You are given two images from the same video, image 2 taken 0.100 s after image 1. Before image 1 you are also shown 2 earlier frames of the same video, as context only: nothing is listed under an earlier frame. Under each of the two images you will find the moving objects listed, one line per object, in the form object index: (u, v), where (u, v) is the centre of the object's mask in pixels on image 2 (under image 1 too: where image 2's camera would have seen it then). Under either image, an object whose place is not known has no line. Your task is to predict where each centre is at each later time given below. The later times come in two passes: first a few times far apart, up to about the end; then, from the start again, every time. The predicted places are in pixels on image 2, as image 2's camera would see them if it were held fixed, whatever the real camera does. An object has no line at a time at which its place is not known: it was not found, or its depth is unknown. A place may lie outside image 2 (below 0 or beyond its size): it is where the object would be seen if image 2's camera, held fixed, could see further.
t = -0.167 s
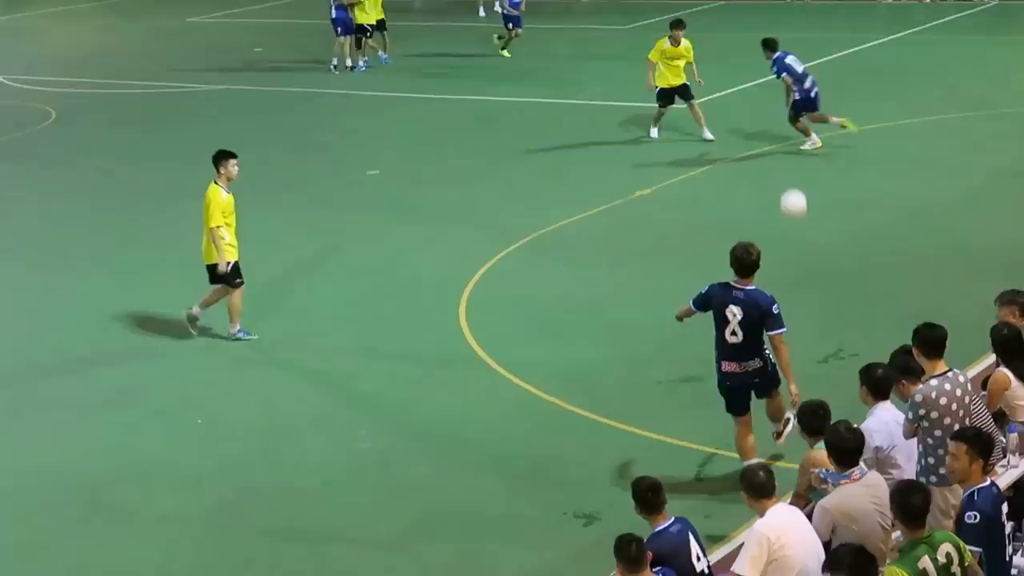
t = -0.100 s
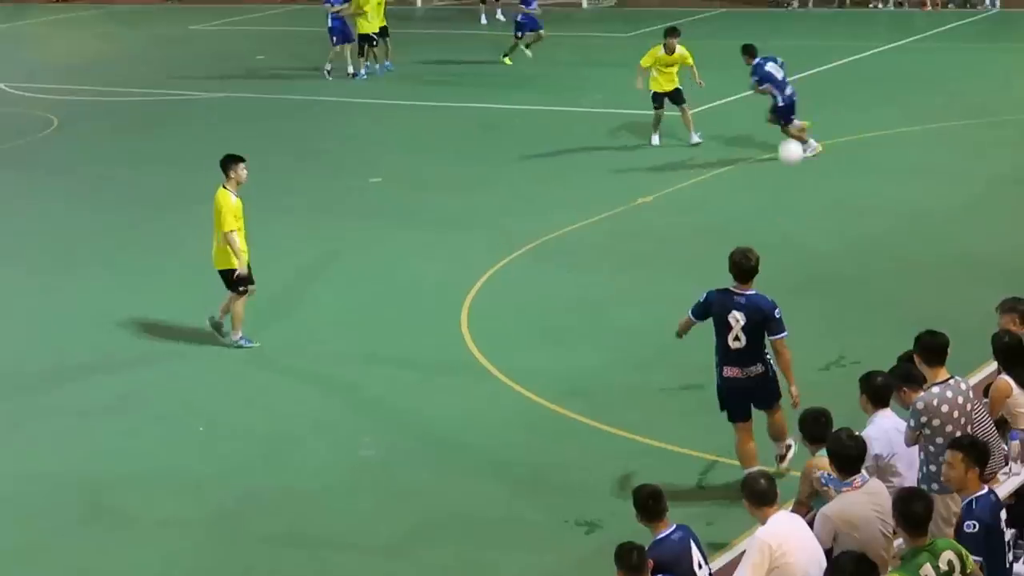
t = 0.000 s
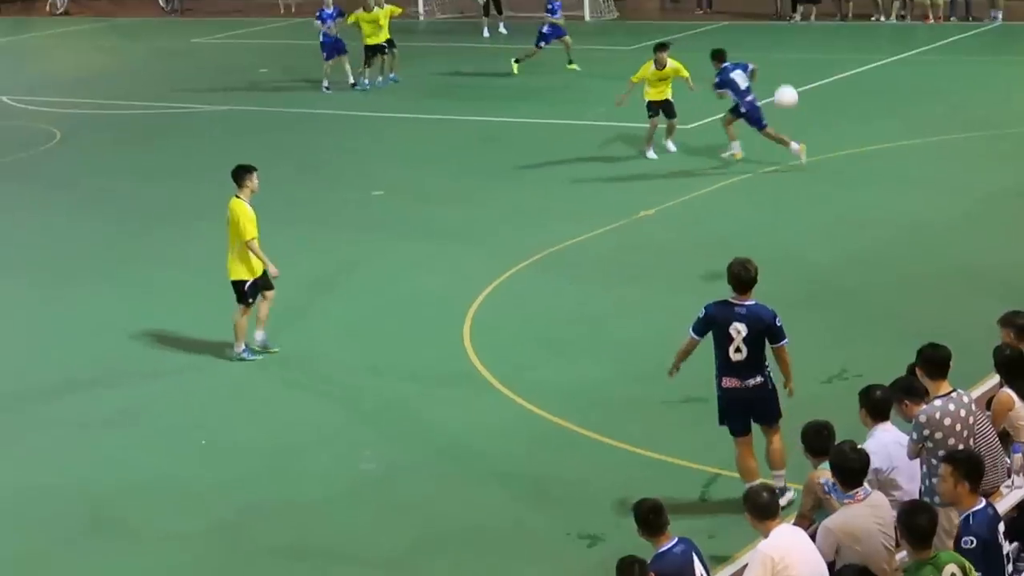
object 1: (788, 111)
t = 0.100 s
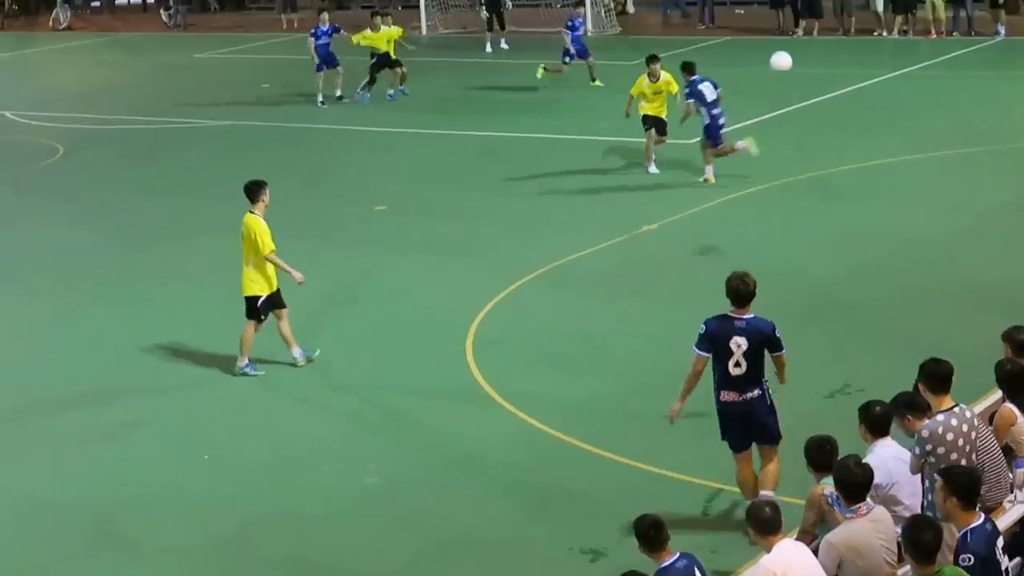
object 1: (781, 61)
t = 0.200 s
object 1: (774, 27)
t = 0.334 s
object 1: (765, 0)
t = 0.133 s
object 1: (778, 48)
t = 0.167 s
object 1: (776, 37)
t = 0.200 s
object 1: (774, 27)
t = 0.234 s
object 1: (772, 19)
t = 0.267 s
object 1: (770, 12)
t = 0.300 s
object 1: (768, 6)
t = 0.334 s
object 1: (765, 0)
